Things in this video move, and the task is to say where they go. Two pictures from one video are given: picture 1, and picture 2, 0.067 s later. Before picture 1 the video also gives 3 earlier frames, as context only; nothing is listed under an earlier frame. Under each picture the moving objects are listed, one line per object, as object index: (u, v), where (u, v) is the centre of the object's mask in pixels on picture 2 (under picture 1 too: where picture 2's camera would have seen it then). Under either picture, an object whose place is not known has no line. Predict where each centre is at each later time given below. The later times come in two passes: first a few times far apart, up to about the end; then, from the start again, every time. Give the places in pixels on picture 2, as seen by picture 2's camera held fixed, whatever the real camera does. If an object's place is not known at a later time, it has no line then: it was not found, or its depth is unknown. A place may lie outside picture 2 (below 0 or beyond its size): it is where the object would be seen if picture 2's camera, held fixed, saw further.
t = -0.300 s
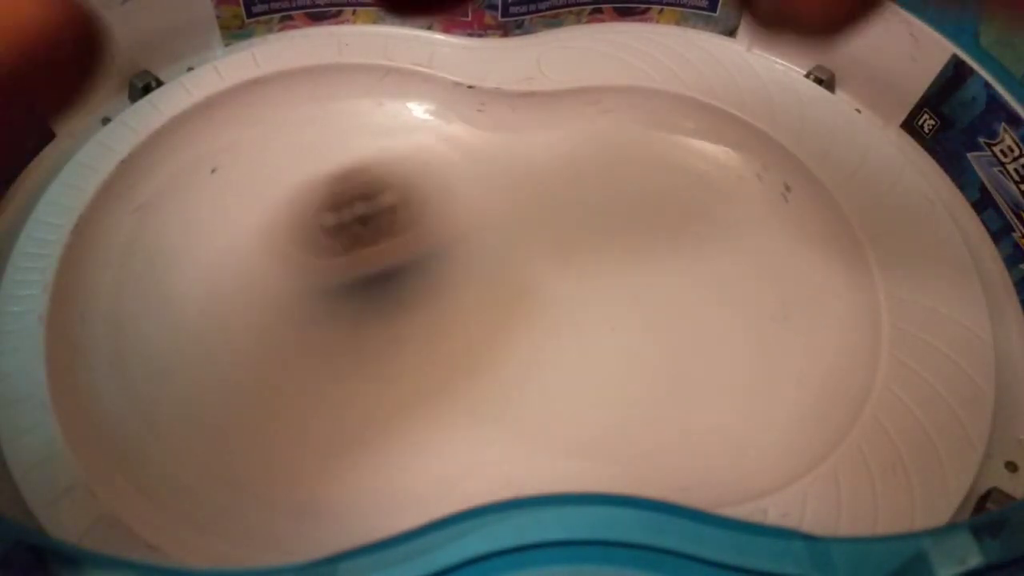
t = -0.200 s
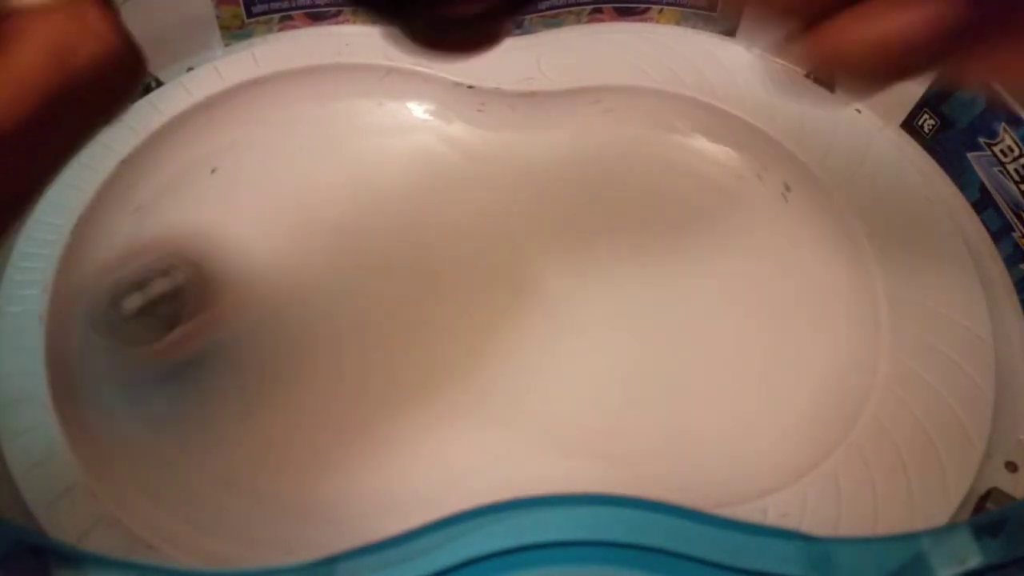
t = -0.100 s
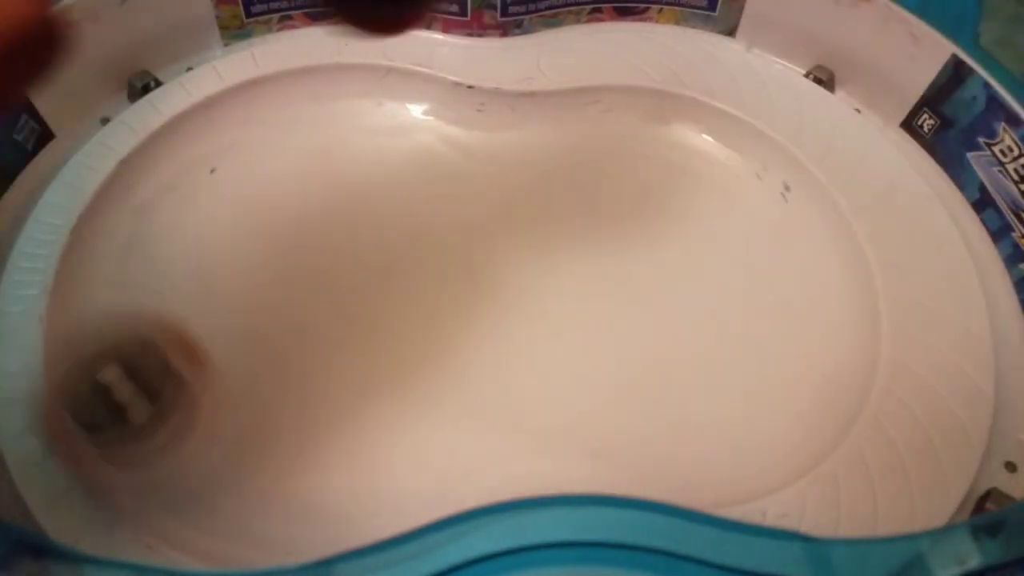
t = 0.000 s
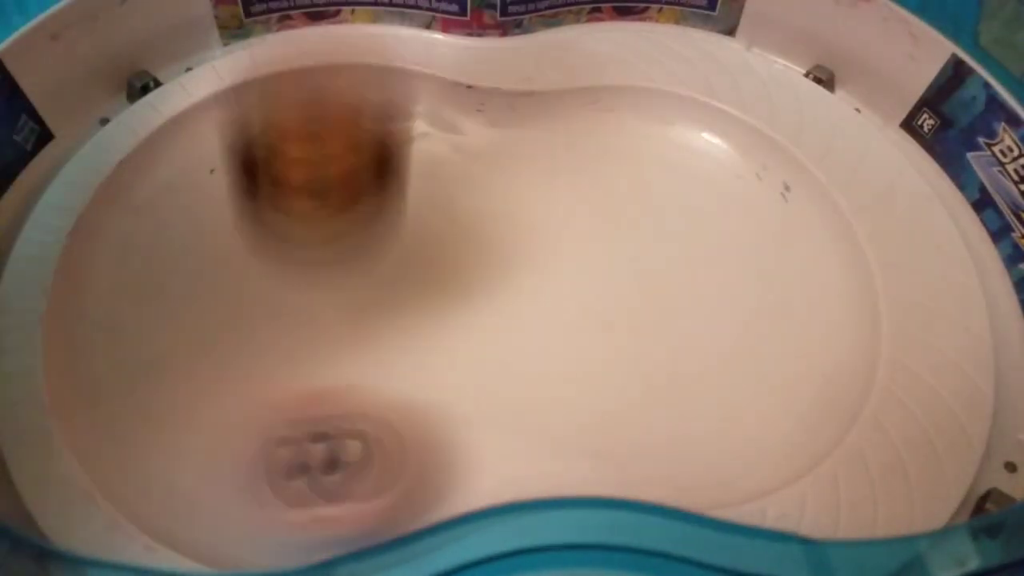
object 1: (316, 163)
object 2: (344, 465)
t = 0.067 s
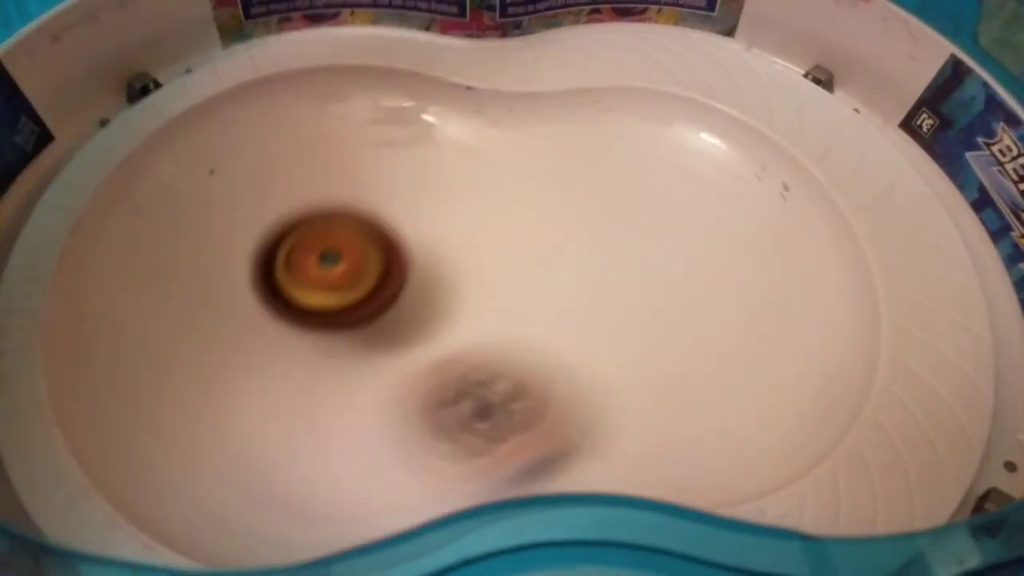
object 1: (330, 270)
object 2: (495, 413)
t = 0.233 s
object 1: (421, 306)
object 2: (770, 262)
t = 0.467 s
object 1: (596, 266)
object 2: (599, 125)
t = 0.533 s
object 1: (615, 256)
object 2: (468, 166)
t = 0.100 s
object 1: (341, 266)
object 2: (565, 381)
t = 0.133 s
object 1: (357, 278)
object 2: (630, 354)
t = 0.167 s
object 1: (377, 308)
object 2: (689, 327)
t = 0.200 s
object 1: (398, 310)
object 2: (736, 297)
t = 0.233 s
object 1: (421, 306)
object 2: (770, 262)
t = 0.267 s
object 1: (448, 308)
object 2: (794, 217)
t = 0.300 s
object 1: (478, 300)
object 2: (799, 175)
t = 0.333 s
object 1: (509, 294)
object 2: (784, 148)
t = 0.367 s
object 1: (536, 285)
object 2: (752, 124)
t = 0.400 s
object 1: (561, 278)
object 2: (710, 119)
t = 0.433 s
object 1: (581, 272)
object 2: (653, 119)
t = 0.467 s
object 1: (596, 266)
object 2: (599, 125)
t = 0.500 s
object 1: (607, 261)
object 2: (538, 139)
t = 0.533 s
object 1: (615, 256)
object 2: (468, 166)
